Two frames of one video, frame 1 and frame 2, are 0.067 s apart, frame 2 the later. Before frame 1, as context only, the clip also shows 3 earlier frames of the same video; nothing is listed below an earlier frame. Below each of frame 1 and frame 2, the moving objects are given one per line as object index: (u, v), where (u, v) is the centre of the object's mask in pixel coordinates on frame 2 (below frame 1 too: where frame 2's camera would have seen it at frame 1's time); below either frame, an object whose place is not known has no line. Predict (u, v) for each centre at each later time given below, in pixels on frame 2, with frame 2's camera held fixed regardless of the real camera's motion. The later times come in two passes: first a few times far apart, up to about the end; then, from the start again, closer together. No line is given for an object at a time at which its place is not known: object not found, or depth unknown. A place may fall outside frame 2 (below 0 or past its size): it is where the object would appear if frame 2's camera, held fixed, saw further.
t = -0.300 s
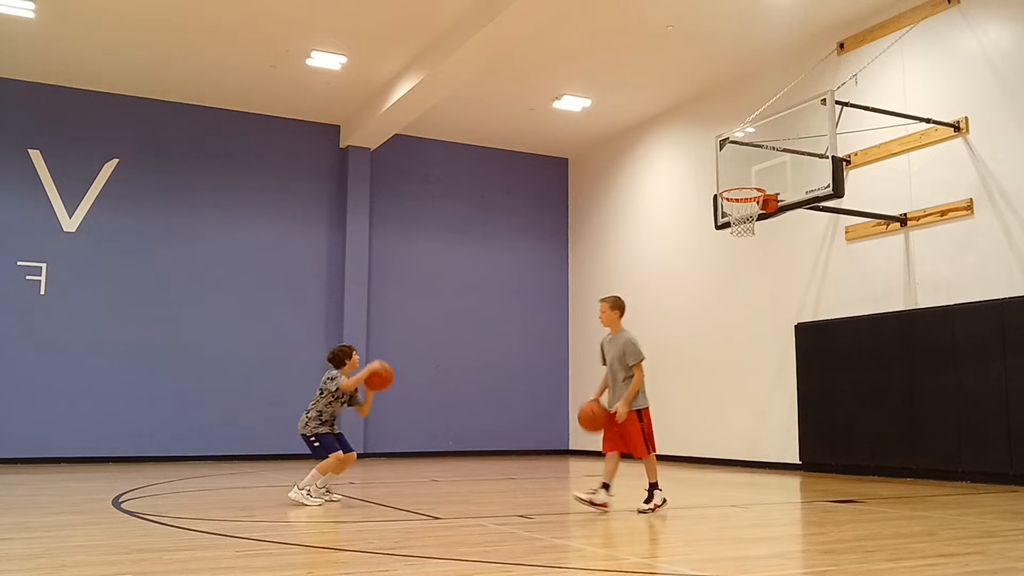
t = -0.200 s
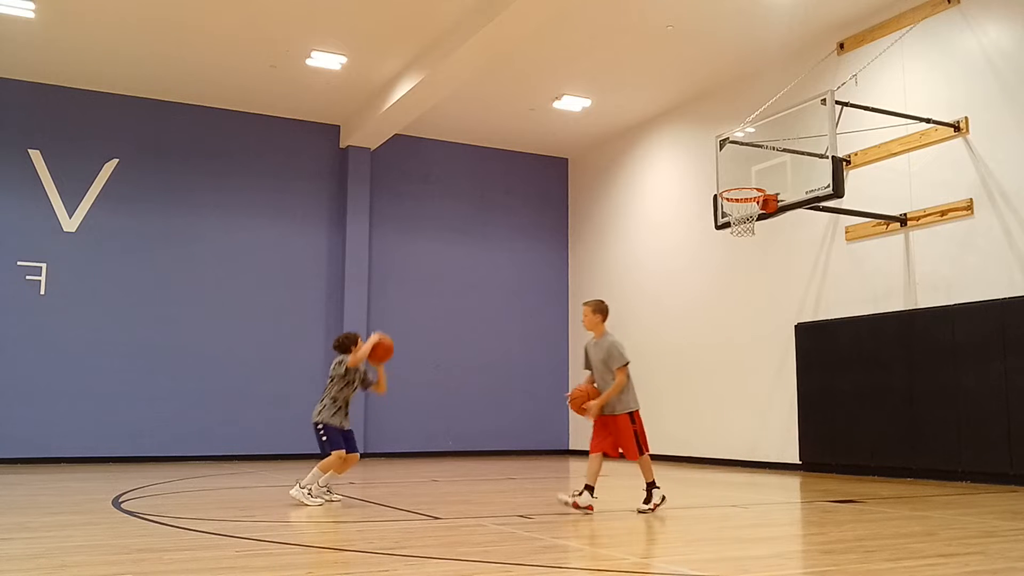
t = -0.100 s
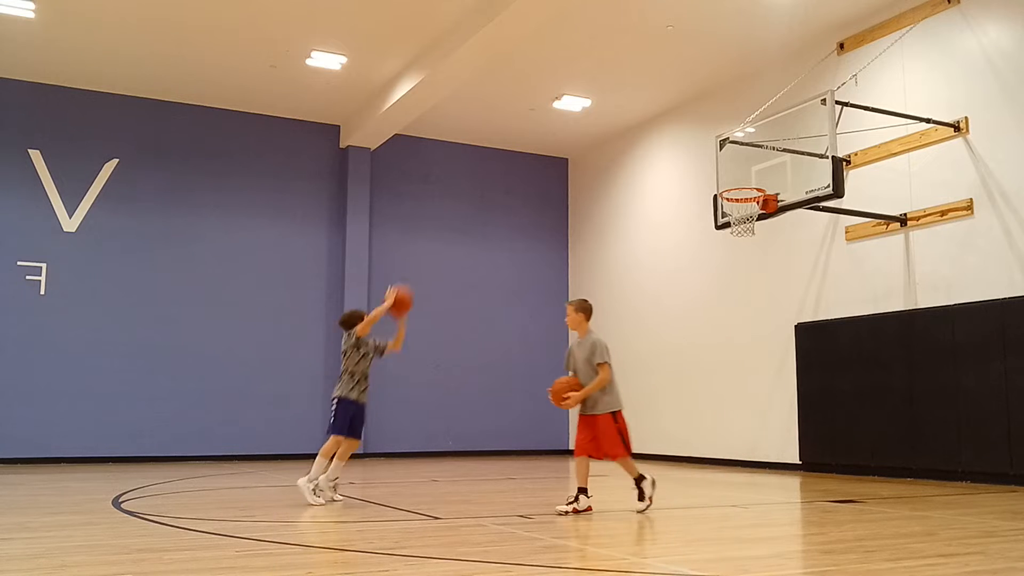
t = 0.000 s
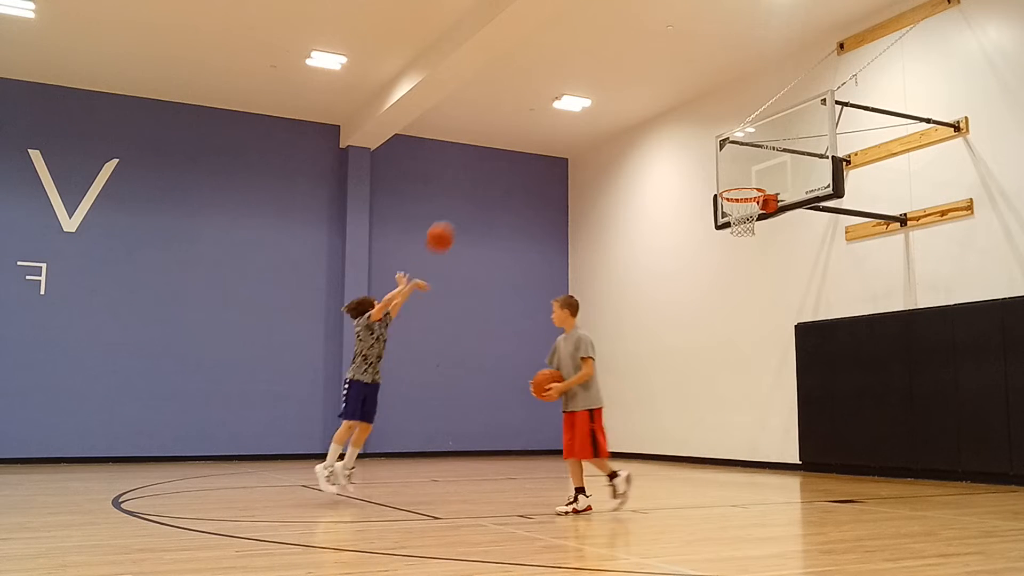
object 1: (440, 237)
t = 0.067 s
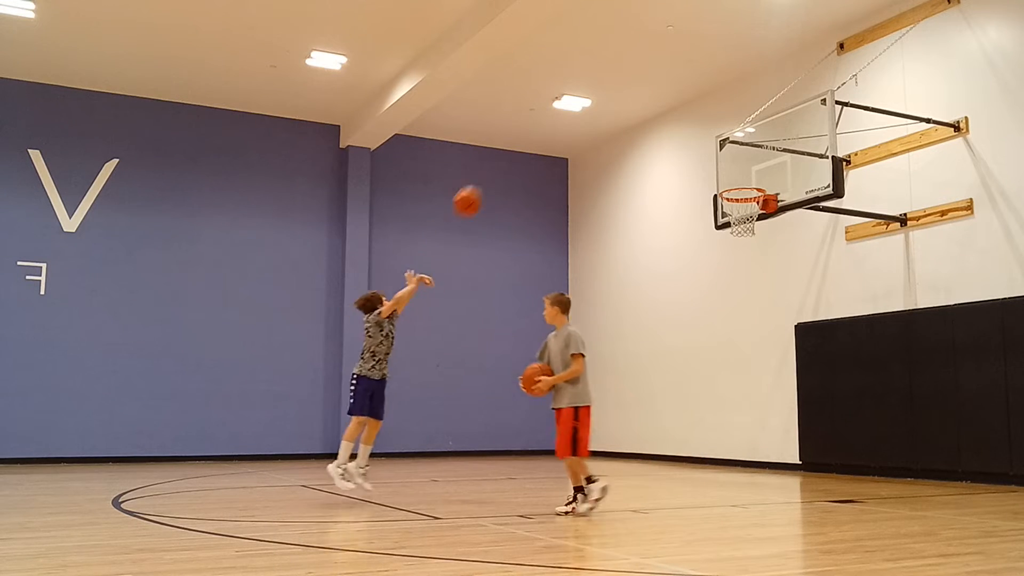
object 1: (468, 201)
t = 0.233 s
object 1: (531, 139)
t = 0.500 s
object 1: (621, 101)
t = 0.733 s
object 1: (692, 124)
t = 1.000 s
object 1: (743, 199)
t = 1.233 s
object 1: (717, 210)
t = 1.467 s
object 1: (739, 227)
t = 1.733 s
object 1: (776, 300)
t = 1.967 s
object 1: (810, 424)
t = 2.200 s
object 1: (834, 413)
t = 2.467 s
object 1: (854, 354)
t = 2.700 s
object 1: (875, 359)
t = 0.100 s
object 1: (481, 185)
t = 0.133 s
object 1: (494, 171)
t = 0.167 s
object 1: (506, 160)
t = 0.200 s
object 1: (519, 149)
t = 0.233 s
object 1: (531, 139)
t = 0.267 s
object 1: (543, 129)
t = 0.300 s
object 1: (555, 122)
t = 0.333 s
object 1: (566, 117)
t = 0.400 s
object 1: (590, 107)
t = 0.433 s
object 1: (600, 104)
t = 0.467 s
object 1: (610, 102)
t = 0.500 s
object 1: (621, 101)
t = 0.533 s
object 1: (632, 101)
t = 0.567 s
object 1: (642, 103)
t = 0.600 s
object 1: (652, 105)
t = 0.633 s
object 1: (662, 108)
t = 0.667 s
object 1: (672, 112)
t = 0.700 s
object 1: (682, 118)
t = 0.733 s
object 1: (692, 124)
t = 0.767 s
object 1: (701, 131)
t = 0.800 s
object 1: (710, 140)
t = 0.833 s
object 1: (720, 148)
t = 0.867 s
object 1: (729, 159)
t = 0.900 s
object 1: (738, 170)
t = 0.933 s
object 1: (748, 180)
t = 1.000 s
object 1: (743, 199)
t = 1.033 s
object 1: (733, 206)
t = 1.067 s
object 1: (724, 212)
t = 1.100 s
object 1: (720, 212)
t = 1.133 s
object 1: (718, 210)
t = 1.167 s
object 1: (716, 209)
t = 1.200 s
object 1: (716, 209)
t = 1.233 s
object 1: (717, 210)
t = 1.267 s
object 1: (719, 212)
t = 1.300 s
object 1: (721, 216)
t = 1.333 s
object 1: (723, 218)
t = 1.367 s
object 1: (727, 220)
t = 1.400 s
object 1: (732, 223)
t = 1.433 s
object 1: (735, 225)
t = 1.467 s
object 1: (739, 227)
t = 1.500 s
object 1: (745, 236)
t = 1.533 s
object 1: (749, 240)
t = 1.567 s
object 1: (753, 247)
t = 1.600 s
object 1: (757, 255)
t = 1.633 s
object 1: (762, 265)
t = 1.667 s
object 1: (767, 275)
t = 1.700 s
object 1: (771, 287)
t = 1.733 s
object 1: (776, 300)
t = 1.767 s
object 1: (781, 314)
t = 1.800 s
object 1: (786, 330)
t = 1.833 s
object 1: (791, 346)
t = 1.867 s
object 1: (797, 364)
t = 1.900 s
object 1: (802, 382)
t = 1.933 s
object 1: (806, 402)
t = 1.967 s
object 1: (810, 424)
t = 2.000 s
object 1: (815, 446)
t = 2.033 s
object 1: (821, 469)
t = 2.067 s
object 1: (824, 467)
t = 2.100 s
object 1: (827, 453)
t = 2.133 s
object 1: (829, 438)
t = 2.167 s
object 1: (832, 425)
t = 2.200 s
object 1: (834, 413)
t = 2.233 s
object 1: (836, 402)
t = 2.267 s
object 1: (839, 392)
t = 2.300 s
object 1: (841, 383)
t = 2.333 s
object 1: (844, 375)
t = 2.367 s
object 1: (846, 368)
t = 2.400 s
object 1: (849, 363)
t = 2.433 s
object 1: (851, 358)
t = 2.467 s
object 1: (854, 354)
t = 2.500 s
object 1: (857, 352)
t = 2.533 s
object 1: (860, 350)
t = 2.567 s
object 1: (863, 350)
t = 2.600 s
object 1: (866, 350)
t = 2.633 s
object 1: (869, 352)
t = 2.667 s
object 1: (872, 355)
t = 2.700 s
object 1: (875, 359)
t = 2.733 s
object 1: (878, 363)
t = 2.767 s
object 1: (881, 370)
